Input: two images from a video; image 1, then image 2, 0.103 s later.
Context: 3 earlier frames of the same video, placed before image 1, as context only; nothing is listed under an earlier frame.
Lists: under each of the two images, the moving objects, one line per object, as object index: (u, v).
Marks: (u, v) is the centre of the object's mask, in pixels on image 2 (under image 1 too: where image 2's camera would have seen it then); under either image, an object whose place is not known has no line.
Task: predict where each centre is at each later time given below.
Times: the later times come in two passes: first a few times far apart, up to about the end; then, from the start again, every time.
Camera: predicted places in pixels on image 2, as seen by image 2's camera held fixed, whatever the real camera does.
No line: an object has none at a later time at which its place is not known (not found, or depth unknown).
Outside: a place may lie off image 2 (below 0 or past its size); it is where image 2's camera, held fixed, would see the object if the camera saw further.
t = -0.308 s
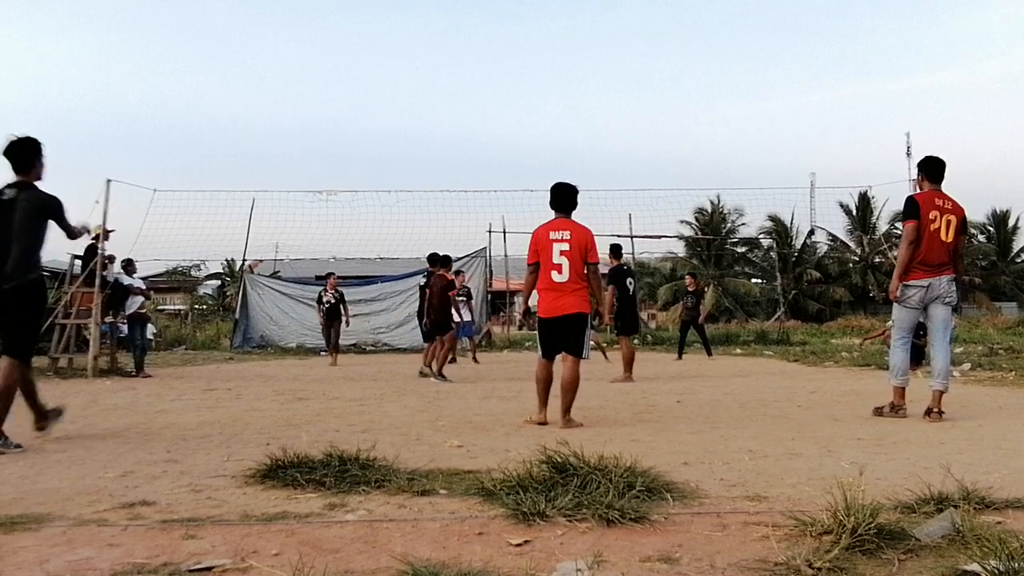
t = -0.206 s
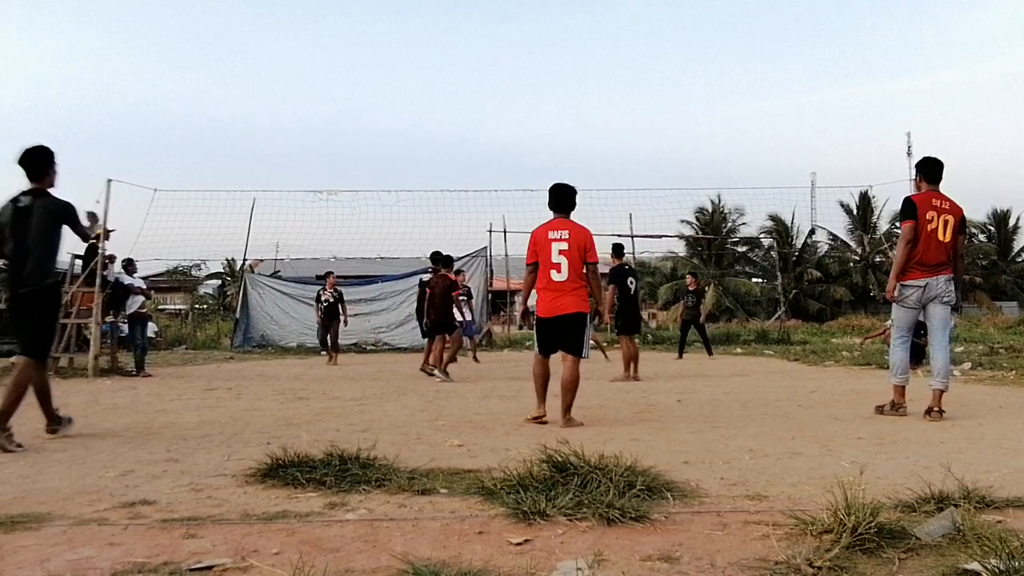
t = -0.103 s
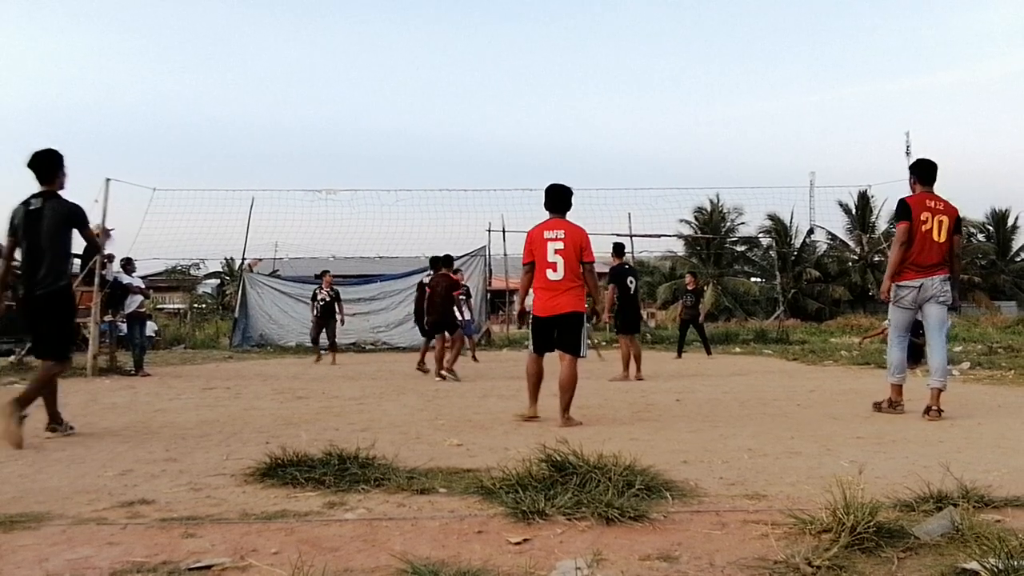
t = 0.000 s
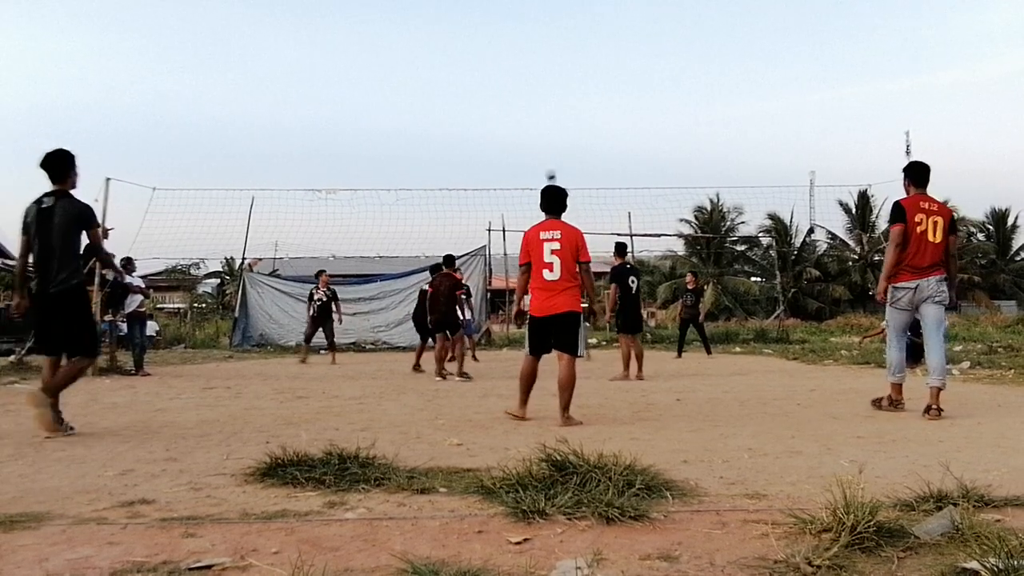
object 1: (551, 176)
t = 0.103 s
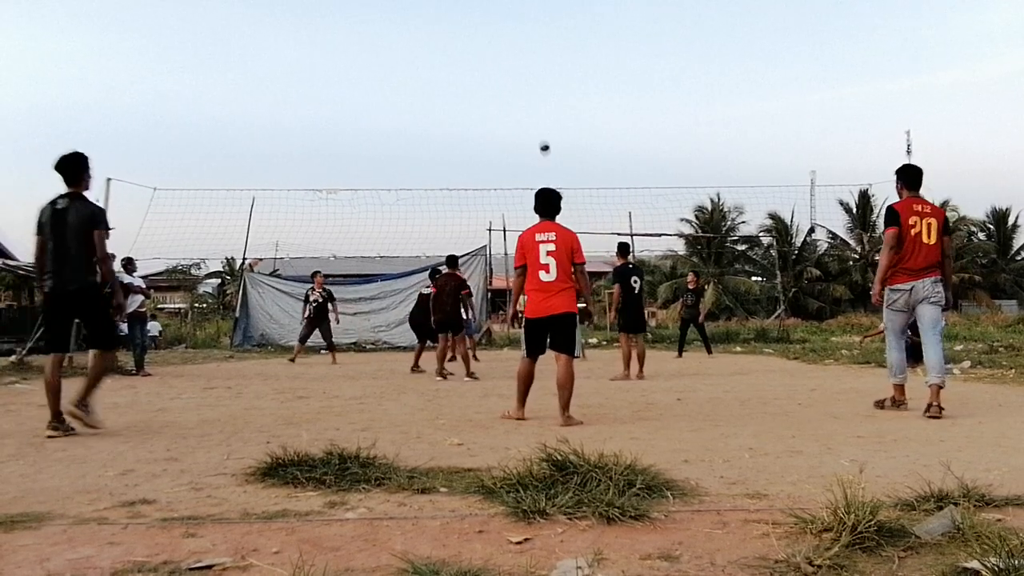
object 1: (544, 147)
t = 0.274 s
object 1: (532, 111)
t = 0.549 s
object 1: (512, 84)
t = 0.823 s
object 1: (492, 99)
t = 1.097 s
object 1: (470, 157)
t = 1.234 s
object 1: (458, 204)
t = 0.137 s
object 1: (542, 139)
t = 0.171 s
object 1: (539, 131)
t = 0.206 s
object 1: (536, 123)
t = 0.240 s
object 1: (534, 117)
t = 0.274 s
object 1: (532, 111)
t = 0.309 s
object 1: (530, 105)
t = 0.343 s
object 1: (526, 100)
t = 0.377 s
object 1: (524, 96)
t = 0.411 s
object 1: (522, 92)
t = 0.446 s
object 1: (519, 89)
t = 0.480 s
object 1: (517, 87)
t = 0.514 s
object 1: (514, 85)
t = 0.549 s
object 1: (512, 84)
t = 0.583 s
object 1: (509, 84)
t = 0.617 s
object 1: (507, 84)
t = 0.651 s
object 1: (504, 85)
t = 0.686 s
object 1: (502, 86)
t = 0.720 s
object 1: (499, 88)
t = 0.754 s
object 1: (497, 91)
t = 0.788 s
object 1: (494, 95)
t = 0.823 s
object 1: (492, 99)
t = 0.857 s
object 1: (489, 104)
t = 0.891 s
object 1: (487, 109)
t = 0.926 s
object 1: (484, 115)
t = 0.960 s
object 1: (481, 123)
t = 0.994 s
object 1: (478, 130)
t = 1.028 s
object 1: (476, 138)
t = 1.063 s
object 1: (473, 147)
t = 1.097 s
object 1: (470, 157)
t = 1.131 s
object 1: (467, 168)
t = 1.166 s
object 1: (464, 179)
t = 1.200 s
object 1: (461, 191)
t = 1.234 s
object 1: (458, 204)
